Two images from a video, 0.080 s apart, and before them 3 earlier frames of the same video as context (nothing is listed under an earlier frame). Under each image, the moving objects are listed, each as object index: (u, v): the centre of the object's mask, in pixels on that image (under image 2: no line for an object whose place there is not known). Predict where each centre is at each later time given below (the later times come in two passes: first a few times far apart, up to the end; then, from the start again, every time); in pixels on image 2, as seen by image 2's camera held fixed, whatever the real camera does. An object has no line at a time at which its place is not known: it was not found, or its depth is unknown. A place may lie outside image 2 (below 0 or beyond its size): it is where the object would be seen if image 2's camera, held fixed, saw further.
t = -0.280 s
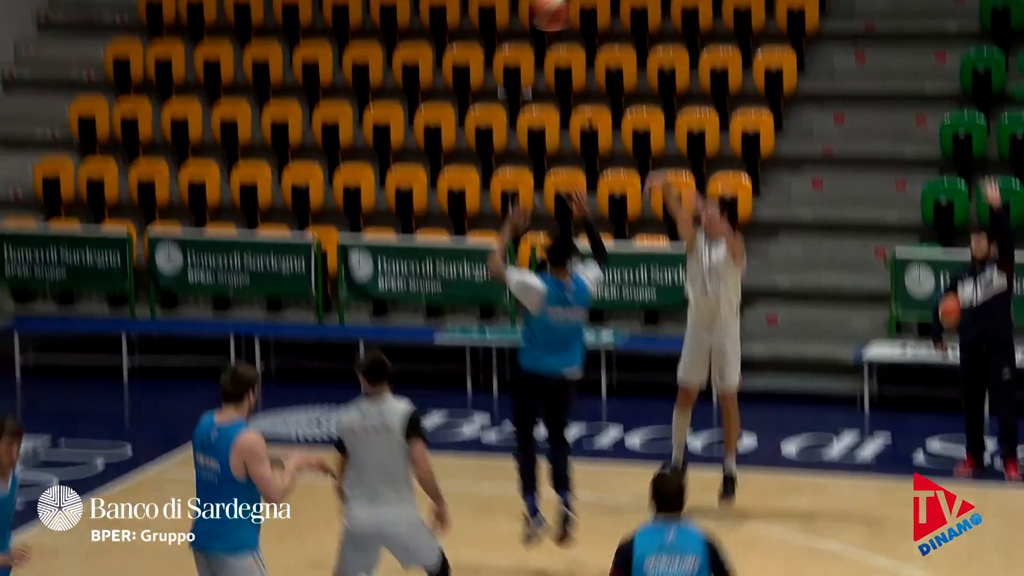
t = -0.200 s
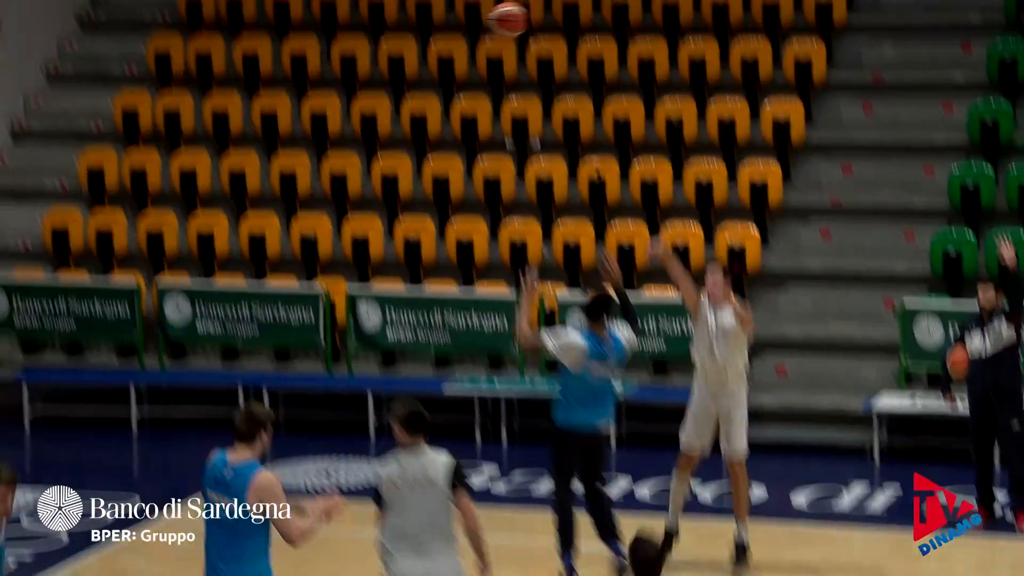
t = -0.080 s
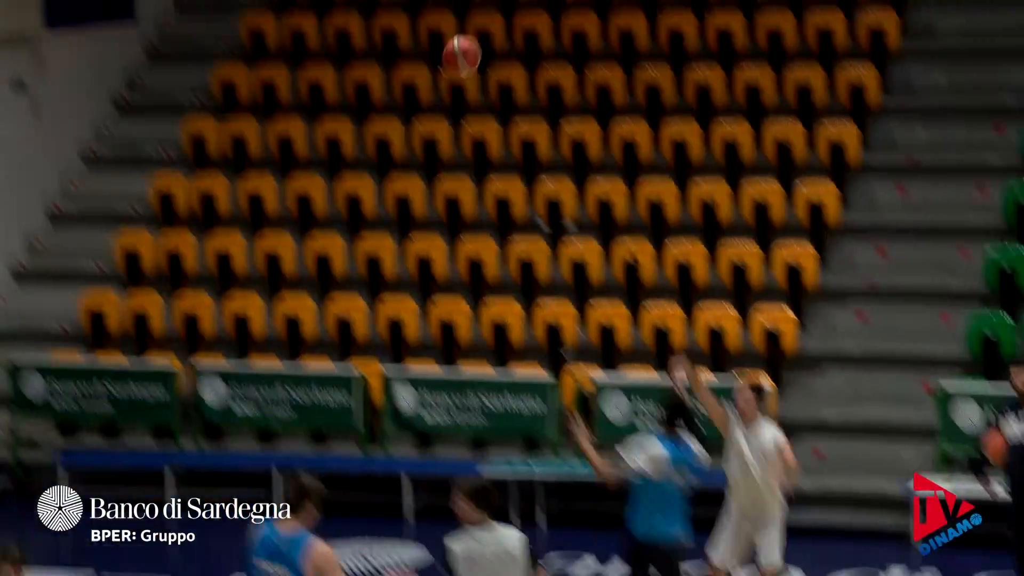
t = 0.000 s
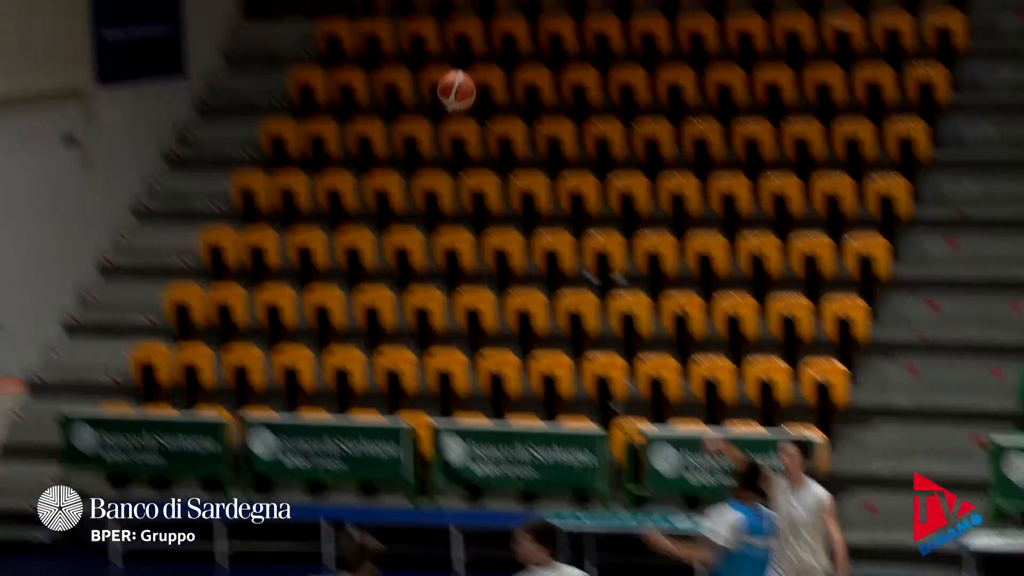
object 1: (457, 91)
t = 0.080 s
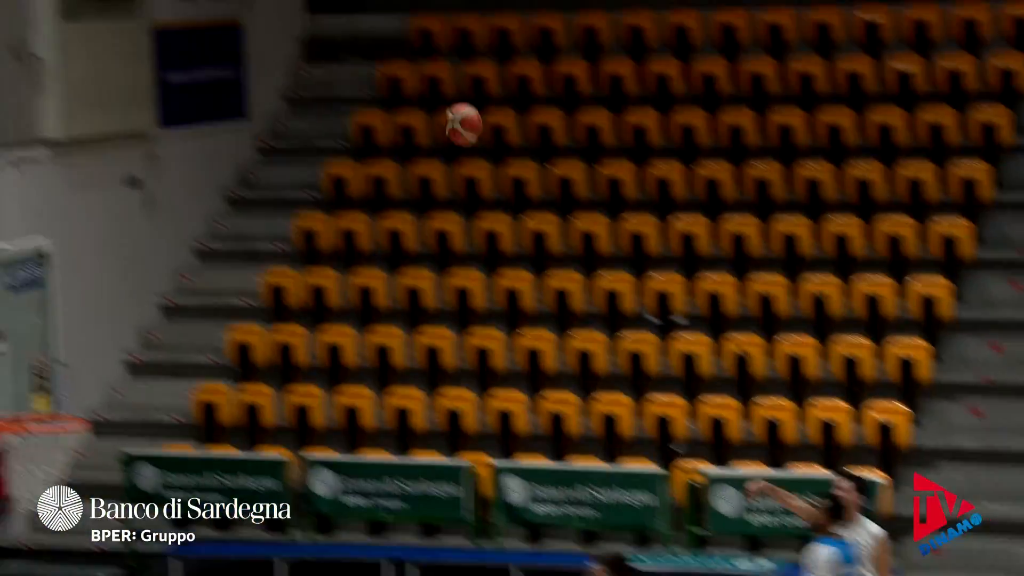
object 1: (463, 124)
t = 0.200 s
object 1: (380, 130)
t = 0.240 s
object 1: (352, 137)
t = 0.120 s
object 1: (435, 125)
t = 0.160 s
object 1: (407, 126)
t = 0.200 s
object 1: (380, 130)
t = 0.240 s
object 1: (352, 137)
